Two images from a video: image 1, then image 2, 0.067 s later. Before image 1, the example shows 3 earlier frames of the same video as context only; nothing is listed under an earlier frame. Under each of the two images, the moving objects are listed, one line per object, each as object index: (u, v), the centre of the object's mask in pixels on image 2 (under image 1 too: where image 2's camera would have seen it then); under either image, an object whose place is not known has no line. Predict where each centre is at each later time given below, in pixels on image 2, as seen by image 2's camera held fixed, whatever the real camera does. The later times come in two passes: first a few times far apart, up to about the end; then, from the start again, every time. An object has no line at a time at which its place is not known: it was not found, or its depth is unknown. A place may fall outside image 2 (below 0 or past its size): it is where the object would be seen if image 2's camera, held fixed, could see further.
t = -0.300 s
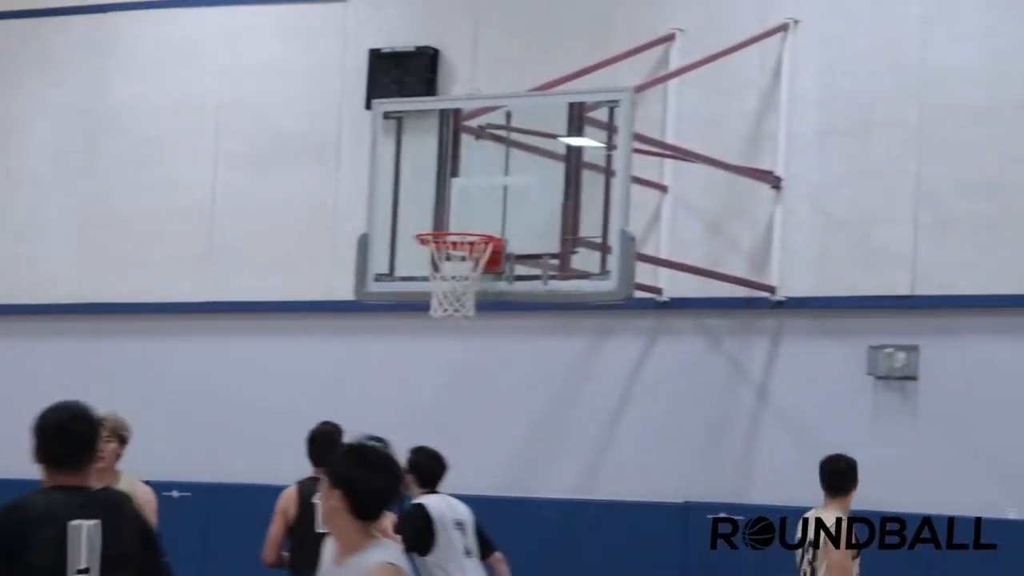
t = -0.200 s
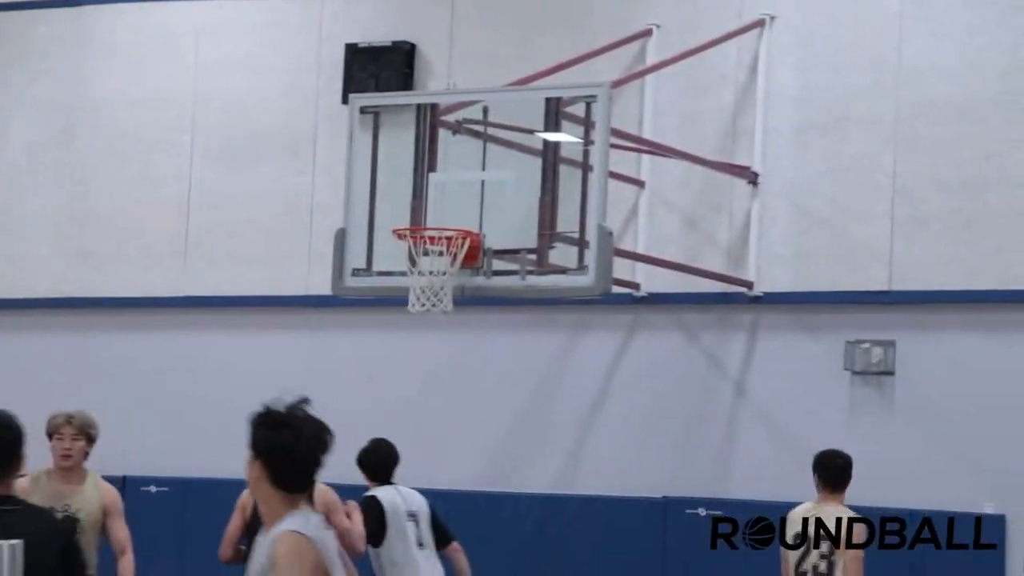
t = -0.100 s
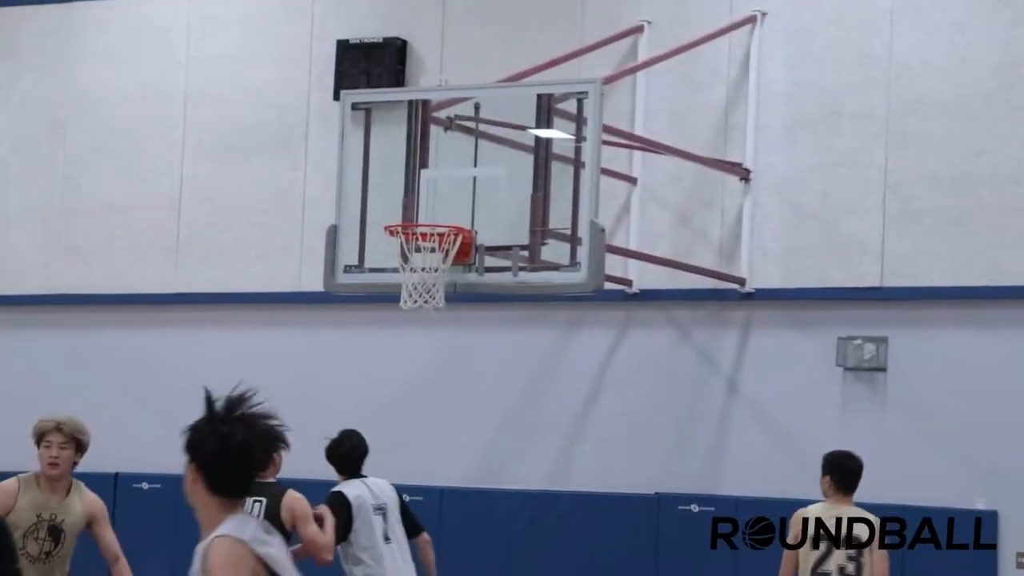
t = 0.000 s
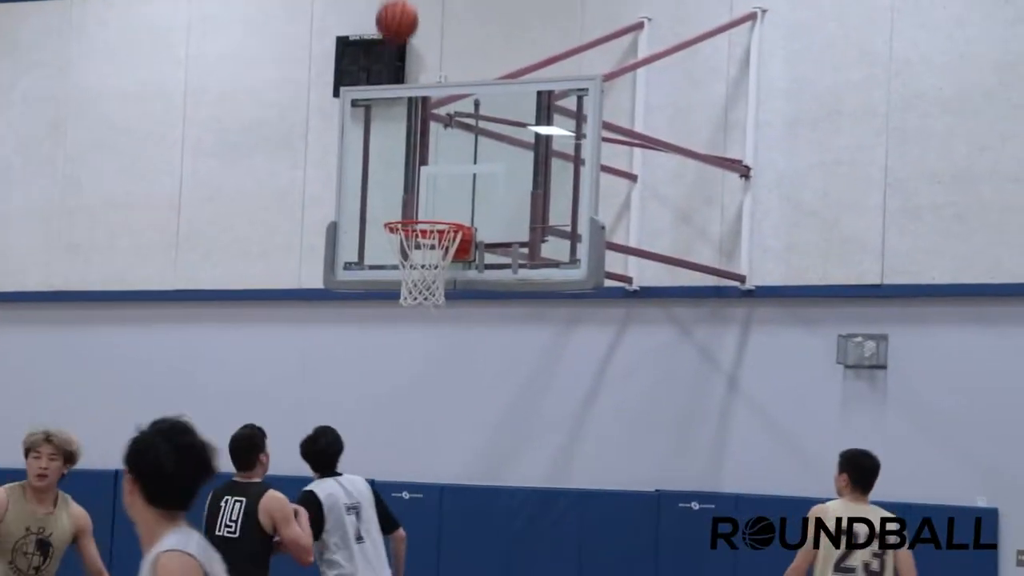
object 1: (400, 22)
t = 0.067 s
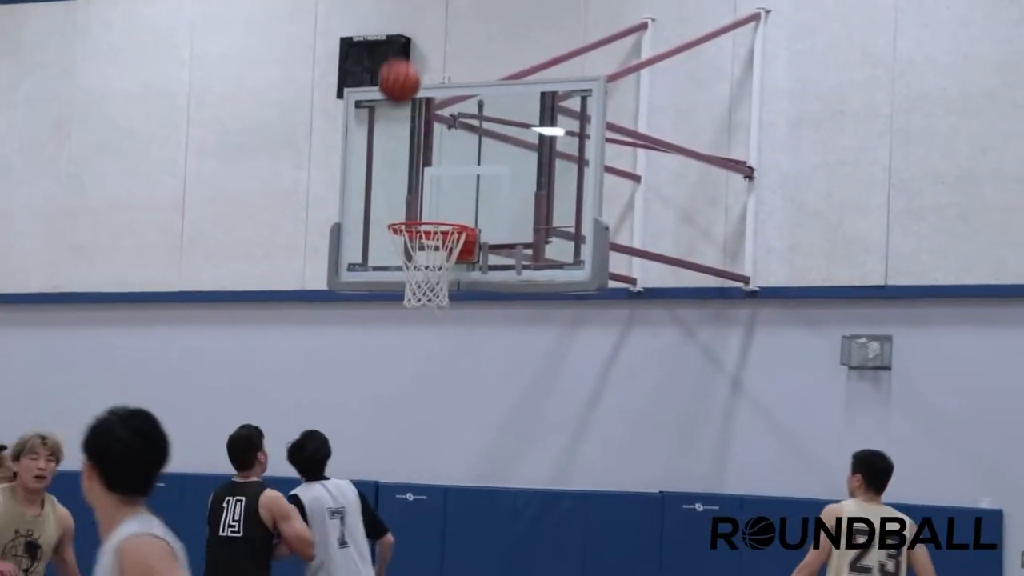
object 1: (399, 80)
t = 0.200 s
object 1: (396, 208)
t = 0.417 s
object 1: (438, 146)
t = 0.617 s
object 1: (418, 127)
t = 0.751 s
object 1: (401, 151)
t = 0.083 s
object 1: (398, 96)
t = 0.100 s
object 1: (397, 114)
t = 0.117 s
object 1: (397, 130)
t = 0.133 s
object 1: (396, 147)
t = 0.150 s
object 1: (396, 164)
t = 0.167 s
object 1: (395, 181)
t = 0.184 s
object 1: (395, 198)
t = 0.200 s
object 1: (396, 208)
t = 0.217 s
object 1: (403, 203)
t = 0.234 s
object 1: (408, 198)
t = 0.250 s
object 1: (415, 193)
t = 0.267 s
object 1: (421, 188)
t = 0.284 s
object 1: (428, 183)
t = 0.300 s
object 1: (434, 180)
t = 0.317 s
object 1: (440, 176)
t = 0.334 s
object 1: (445, 172)
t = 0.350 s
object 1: (444, 166)
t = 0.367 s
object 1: (442, 160)
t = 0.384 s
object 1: (441, 155)
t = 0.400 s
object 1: (439, 150)
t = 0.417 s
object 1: (438, 146)
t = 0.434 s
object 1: (437, 142)
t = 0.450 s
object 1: (435, 139)
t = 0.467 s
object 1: (433, 135)
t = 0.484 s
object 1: (432, 133)
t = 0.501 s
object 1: (431, 131)
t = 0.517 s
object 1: (428, 129)
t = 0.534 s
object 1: (427, 127)
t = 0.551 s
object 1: (425, 127)
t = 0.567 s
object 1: (423, 126)
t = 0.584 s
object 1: (422, 126)
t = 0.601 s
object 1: (420, 126)
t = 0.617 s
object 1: (418, 127)
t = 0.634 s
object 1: (416, 128)
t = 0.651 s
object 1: (414, 130)
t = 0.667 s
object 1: (412, 132)
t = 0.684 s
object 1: (410, 135)
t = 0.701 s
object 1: (408, 139)
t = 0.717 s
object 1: (406, 143)
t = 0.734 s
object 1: (404, 147)
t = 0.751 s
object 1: (401, 151)
